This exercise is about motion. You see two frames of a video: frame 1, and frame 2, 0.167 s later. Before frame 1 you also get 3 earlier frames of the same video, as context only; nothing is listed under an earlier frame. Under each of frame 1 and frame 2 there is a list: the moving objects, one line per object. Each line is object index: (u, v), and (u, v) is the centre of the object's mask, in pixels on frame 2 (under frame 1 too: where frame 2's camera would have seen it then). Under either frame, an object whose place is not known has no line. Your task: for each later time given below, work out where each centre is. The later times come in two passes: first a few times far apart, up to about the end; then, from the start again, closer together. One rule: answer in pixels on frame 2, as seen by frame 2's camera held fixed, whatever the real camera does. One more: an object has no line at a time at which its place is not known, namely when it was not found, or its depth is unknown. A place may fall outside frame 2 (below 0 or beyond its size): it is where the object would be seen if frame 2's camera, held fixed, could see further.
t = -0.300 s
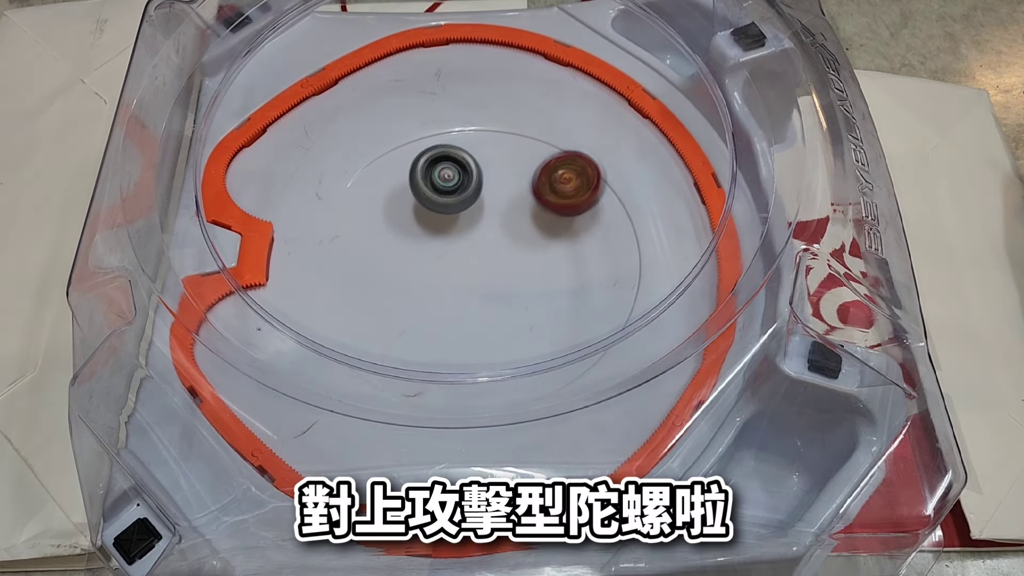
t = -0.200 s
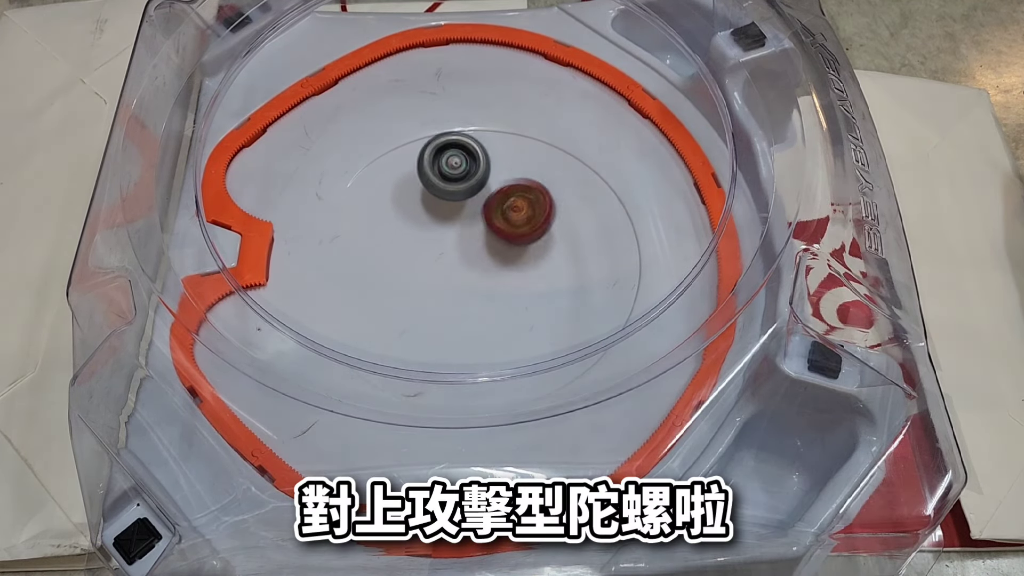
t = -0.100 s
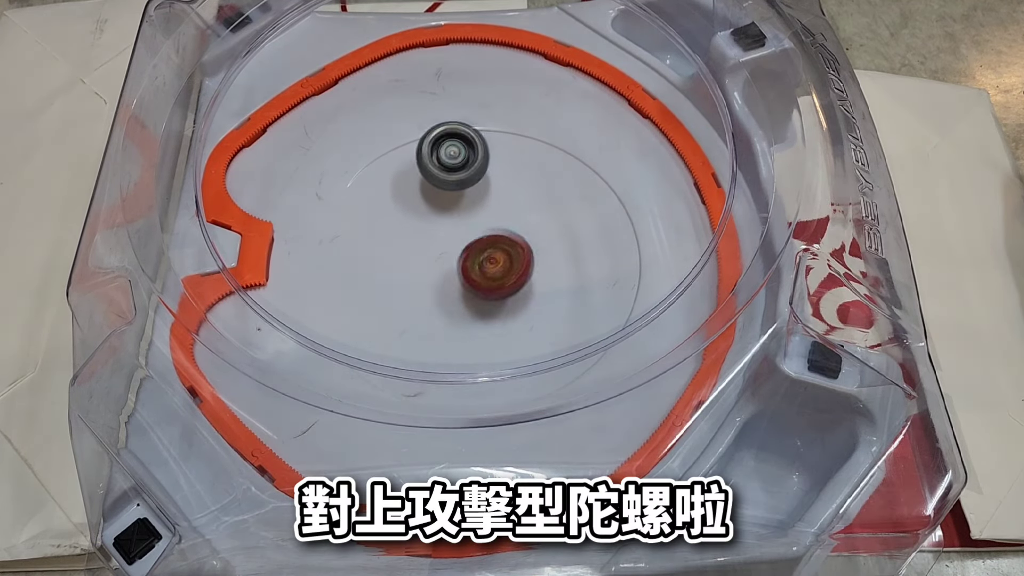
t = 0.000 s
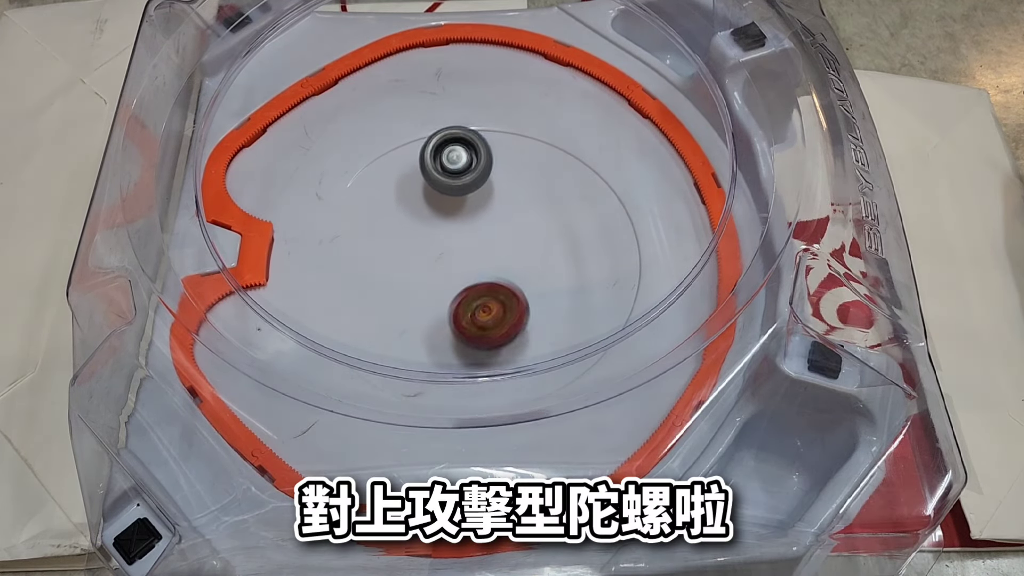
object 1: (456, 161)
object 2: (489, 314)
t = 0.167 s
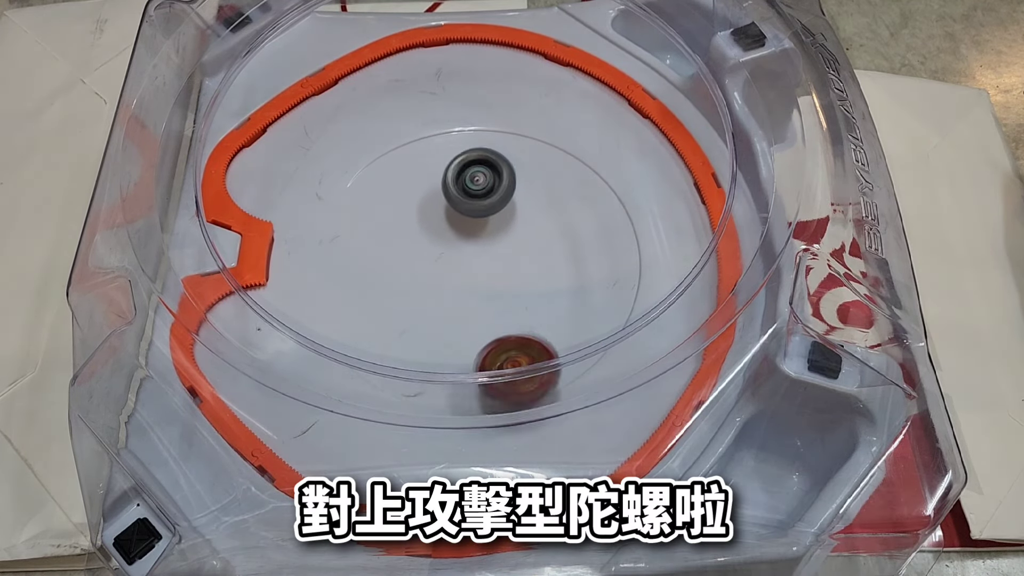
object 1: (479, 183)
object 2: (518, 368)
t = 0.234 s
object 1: (492, 194)
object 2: (528, 356)
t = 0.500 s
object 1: (544, 211)
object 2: (478, 299)
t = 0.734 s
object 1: (543, 208)
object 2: (359, 323)
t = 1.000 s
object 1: (508, 240)
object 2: (415, 300)
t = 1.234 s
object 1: (523, 242)
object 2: (359, 232)
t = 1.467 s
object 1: (494, 248)
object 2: (366, 240)
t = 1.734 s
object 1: (692, 303)
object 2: (295, 147)
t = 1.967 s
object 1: (651, 266)
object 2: (293, 147)
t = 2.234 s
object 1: (617, 276)
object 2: (411, 193)
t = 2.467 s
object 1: (580, 319)
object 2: (494, 176)
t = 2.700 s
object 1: (536, 421)
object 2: (436, 134)
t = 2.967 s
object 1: (446, 430)
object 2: (398, 243)
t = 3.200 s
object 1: (377, 392)
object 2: (401, 312)
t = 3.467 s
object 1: (330, 390)
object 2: (457, 229)
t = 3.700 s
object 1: (361, 330)
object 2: (450, 181)
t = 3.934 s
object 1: (453, 292)
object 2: (452, 212)
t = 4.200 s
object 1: (522, 300)
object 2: (505, 236)
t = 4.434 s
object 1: (563, 325)
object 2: (515, 207)
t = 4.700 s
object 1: (551, 334)
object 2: (466, 249)
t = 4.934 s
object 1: (531, 356)
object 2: (439, 254)
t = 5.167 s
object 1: (507, 327)
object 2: (426, 208)
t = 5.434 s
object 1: (494, 255)
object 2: (450, 194)
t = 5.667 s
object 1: (523, 256)
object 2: (465, 191)
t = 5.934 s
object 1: (552, 249)
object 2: (464, 241)
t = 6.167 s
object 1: (542, 251)
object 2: (466, 233)
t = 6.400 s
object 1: (495, 299)
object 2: (502, 195)
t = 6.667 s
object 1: (449, 308)
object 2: (580, 156)
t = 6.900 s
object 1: (431, 276)
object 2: (579, 199)
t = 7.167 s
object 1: (455, 229)
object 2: (543, 274)
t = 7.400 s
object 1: (500, 209)
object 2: (543, 280)
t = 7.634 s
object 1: (524, 215)
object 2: (537, 286)
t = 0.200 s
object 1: (485, 188)
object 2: (523, 364)
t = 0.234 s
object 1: (492, 194)
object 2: (528, 356)
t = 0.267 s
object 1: (498, 199)
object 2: (529, 344)
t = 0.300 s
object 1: (505, 205)
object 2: (532, 340)
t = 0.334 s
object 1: (511, 210)
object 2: (535, 334)
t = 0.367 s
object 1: (518, 216)
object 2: (533, 326)
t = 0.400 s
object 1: (524, 221)
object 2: (527, 313)
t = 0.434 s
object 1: (528, 226)
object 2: (517, 301)
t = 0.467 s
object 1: (534, 224)
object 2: (501, 296)
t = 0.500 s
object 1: (544, 211)
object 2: (478, 299)
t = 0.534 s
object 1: (550, 203)
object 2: (455, 300)
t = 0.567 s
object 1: (552, 199)
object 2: (432, 301)
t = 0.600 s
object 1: (552, 199)
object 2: (411, 304)
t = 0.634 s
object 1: (550, 201)
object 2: (394, 308)
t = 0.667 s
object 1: (548, 203)
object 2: (380, 312)
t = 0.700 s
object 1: (545, 205)
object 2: (368, 317)
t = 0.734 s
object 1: (543, 208)
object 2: (359, 323)
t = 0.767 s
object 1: (539, 211)
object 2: (355, 327)
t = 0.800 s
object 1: (535, 215)
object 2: (356, 329)
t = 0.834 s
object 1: (531, 218)
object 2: (361, 331)
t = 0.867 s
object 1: (527, 223)
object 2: (369, 331)
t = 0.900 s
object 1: (523, 227)
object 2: (379, 328)
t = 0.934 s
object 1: (518, 231)
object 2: (391, 321)
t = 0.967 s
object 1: (513, 236)
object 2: (402, 312)
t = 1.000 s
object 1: (508, 240)
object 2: (415, 300)
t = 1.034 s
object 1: (503, 244)
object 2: (425, 285)
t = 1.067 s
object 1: (510, 243)
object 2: (419, 271)
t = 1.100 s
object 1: (521, 240)
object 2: (407, 261)
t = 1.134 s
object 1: (527, 240)
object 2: (394, 251)
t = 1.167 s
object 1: (529, 240)
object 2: (381, 242)
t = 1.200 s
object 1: (526, 241)
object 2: (370, 236)
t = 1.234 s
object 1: (523, 242)
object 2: (359, 232)
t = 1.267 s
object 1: (519, 244)
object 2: (350, 230)
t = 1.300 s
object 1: (515, 244)
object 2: (344, 230)
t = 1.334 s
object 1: (511, 245)
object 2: (341, 231)
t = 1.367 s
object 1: (506, 246)
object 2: (343, 234)
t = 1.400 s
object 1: (503, 247)
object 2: (348, 236)
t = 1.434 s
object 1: (498, 248)
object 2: (356, 238)
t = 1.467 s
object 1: (494, 248)
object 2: (366, 240)
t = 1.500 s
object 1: (490, 249)
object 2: (380, 241)
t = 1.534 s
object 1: (485, 250)
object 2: (395, 241)
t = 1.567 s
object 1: (491, 253)
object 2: (403, 235)
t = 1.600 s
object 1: (545, 270)
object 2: (372, 210)
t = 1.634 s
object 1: (595, 284)
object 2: (346, 188)
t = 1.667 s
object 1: (632, 287)
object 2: (324, 172)
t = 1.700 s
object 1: (666, 296)
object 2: (307, 159)
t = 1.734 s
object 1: (692, 303)
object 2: (295, 147)
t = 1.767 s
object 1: (708, 309)
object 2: (283, 134)
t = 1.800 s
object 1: (690, 295)
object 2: (273, 122)
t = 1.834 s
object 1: (682, 288)
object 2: (264, 111)
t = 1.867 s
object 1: (672, 278)
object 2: (266, 118)
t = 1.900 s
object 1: (659, 268)
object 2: (276, 128)
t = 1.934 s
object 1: (655, 267)
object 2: (285, 139)
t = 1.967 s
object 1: (651, 266)
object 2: (293, 147)
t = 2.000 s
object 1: (648, 266)
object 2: (303, 155)
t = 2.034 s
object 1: (645, 266)
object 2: (313, 161)
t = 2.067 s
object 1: (643, 268)
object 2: (324, 165)
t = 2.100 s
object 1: (641, 270)
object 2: (337, 169)
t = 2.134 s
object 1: (638, 272)
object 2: (353, 173)
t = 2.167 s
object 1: (633, 275)
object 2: (371, 180)
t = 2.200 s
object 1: (627, 276)
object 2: (391, 186)
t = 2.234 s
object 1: (617, 276)
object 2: (411, 193)
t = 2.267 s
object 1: (608, 273)
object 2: (431, 200)
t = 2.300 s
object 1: (599, 272)
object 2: (450, 206)
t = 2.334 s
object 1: (589, 270)
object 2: (468, 212)
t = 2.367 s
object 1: (578, 269)
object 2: (485, 217)
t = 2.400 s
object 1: (567, 267)
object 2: (502, 222)
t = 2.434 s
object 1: (571, 289)
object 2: (505, 209)
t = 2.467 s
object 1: (580, 319)
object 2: (494, 176)
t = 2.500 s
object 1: (583, 345)
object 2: (485, 150)
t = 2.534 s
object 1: (576, 366)
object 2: (477, 128)
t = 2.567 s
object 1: (571, 392)
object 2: (468, 113)
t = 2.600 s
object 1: (563, 402)
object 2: (460, 106)
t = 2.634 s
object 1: (554, 405)
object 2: (454, 114)
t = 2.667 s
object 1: (546, 419)
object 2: (446, 124)
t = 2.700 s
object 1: (536, 421)
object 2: (436, 134)
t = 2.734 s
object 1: (526, 426)
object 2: (426, 147)
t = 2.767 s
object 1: (515, 430)
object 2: (418, 160)
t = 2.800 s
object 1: (504, 431)
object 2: (412, 174)
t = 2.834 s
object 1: (493, 433)
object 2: (409, 188)
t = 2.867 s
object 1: (481, 432)
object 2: (405, 202)
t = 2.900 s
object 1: (469, 431)
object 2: (402, 217)
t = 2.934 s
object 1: (457, 429)
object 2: (400, 230)
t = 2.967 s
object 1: (446, 430)
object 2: (398, 243)
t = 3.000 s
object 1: (433, 418)
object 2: (396, 256)
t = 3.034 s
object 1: (423, 414)
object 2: (395, 269)
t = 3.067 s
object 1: (413, 409)
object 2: (394, 281)
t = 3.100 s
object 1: (404, 396)
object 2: (393, 293)
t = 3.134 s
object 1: (395, 388)
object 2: (393, 305)
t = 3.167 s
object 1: (387, 382)
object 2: (394, 316)
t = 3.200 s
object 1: (377, 392)
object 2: (401, 312)
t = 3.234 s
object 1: (365, 406)
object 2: (412, 301)
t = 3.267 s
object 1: (353, 418)
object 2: (422, 290)
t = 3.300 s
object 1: (346, 417)
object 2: (432, 280)
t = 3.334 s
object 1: (341, 416)
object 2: (440, 270)
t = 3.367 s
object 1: (339, 400)
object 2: (446, 260)
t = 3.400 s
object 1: (335, 399)
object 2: (451, 250)
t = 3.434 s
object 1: (331, 396)
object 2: (454, 239)
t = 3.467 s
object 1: (330, 390)
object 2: (457, 229)
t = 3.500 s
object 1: (332, 379)
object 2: (459, 219)
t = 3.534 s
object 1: (334, 370)
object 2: (460, 210)
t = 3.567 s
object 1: (335, 364)
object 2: (459, 201)
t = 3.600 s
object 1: (338, 355)
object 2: (458, 194)
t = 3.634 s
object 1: (342, 350)
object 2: (456, 187)
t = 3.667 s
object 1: (352, 332)
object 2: (453, 183)
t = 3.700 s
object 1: (361, 330)
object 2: (450, 181)
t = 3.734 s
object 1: (374, 328)
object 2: (448, 181)
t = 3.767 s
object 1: (388, 324)
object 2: (447, 183)
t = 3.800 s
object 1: (402, 317)
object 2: (446, 186)
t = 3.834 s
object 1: (416, 312)
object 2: (446, 190)
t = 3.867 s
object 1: (429, 305)
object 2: (447, 196)
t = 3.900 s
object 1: (441, 299)
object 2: (449, 203)
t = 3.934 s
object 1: (453, 292)
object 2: (452, 212)
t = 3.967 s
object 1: (466, 286)
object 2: (457, 220)
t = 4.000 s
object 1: (476, 286)
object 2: (464, 220)
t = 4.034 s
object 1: (486, 298)
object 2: (473, 221)
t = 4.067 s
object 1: (492, 302)
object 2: (480, 219)
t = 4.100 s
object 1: (498, 306)
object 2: (486, 222)
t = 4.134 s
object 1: (505, 306)
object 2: (493, 226)
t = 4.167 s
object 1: (512, 304)
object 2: (499, 232)
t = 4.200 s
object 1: (522, 300)
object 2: (505, 236)
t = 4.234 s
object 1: (531, 307)
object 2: (512, 234)
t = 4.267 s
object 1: (538, 318)
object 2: (518, 227)
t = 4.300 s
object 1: (544, 323)
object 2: (522, 221)
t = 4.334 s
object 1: (549, 325)
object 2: (523, 216)
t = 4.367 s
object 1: (554, 325)
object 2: (523, 212)
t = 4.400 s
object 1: (559, 325)
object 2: (519, 208)
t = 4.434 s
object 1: (563, 325)
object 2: (515, 207)
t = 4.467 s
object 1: (566, 325)
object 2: (509, 208)
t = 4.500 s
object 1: (568, 327)
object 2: (503, 209)
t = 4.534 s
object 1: (568, 328)
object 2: (497, 212)
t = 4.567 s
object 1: (568, 329)
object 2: (490, 217)
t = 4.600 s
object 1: (566, 330)
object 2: (482, 223)
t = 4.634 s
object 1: (562, 331)
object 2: (476, 231)
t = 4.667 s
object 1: (557, 333)
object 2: (470, 240)
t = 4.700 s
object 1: (551, 334)
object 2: (466, 249)
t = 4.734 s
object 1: (543, 335)
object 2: (464, 258)
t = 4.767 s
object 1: (537, 335)
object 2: (462, 267)
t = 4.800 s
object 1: (530, 333)
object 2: (463, 274)
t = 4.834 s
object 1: (522, 331)
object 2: (464, 282)
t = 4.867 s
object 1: (525, 337)
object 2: (457, 276)
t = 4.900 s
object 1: (527, 343)
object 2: (447, 264)
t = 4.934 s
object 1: (531, 356)
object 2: (439, 254)
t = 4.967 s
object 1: (527, 357)
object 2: (433, 247)
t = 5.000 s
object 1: (523, 355)
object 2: (430, 241)
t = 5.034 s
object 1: (517, 345)
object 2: (428, 235)
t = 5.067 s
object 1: (514, 342)
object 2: (426, 229)
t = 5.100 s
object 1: (512, 339)
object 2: (425, 223)
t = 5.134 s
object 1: (510, 334)
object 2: (425, 215)
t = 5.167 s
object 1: (507, 327)
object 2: (426, 208)
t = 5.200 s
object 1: (505, 319)
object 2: (427, 202)
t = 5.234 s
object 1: (502, 310)
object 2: (429, 197)
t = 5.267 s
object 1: (500, 302)
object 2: (430, 194)
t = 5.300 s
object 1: (499, 292)
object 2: (433, 191)
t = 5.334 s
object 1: (497, 283)
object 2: (435, 190)
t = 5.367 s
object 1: (496, 274)
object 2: (438, 191)
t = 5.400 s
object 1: (495, 264)
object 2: (445, 192)
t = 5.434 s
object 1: (494, 255)
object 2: (450, 194)
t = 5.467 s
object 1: (496, 247)
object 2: (454, 194)
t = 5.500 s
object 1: (500, 245)
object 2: (457, 191)
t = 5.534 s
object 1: (502, 242)
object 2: (459, 190)
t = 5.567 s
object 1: (508, 246)
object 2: (461, 189)
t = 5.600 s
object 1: (514, 253)
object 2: (461, 186)
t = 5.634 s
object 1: (519, 256)
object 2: (462, 186)
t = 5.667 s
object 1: (523, 256)
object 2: (465, 191)
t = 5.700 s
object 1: (527, 255)
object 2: (468, 198)
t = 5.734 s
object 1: (531, 253)
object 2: (472, 205)
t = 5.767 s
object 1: (535, 252)
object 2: (473, 213)
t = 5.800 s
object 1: (540, 251)
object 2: (473, 219)
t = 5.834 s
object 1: (543, 250)
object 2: (472, 226)
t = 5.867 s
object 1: (547, 249)
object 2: (470, 232)
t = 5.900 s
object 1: (549, 249)
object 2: (467, 237)
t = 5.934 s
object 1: (552, 249)
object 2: (464, 241)
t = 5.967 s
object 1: (552, 249)
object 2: (461, 243)
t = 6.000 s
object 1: (552, 249)
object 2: (459, 244)
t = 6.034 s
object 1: (551, 249)
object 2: (459, 241)
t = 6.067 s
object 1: (550, 249)
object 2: (459, 238)
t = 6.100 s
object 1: (548, 250)
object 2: (460, 237)
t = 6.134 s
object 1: (545, 250)
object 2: (463, 236)
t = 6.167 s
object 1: (542, 251)
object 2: (466, 233)
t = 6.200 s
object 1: (538, 251)
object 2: (468, 234)
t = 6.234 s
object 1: (534, 252)
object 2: (470, 236)
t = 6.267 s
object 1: (529, 253)
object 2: (469, 237)
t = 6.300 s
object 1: (524, 253)
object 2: (469, 237)
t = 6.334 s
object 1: (514, 271)
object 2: (481, 215)
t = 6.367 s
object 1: (504, 288)
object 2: (492, 201)
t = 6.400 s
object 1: (495, 299)
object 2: (502, 195)
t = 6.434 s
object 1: (486, 306)
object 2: (514, 176)
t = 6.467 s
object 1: (478, 310)
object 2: (526, 167)
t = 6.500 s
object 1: (472, 312)
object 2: (539, 164)
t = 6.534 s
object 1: (467, 312)
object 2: (552, 157)
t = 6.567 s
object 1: (462, 312)
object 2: (562, 154)
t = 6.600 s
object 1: (458, 311)
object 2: (570, 154)
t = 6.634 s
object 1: (453, 310)
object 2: (577, 155)
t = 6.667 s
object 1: (449, 308)
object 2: (580, 156)
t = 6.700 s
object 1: (444, 305)
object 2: (583, 158)
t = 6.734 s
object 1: (440, 302)
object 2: (586, 161)
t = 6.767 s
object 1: (437, 298)
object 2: (588, 165)
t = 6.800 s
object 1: (434, 293)
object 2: (589, 171)
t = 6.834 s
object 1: (432, 288)
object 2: (588, 180)
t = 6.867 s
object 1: (431, 282)
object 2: (584, 190)
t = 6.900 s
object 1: (431, 276)
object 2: (579, 199)
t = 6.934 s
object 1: (431, 270)
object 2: (574, 208)
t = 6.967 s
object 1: (433, 263)
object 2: (569, 217)
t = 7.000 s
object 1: (435, 258)
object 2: (562, 229)
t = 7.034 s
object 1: (438, 251)
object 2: (556, 240)
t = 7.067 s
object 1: (441, 245)
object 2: (551, 250)
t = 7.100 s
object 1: (445, 240)
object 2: (548, 260)
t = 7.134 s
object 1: (450, 234)
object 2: (546, 267)
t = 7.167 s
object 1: (455, 229)
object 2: (543, 274)
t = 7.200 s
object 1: (461, 225)
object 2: (540, 280)
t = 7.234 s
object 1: (467, 221)
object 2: (540, 282)
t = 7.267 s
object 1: (473, 217)
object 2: (540, 283)
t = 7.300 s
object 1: (480, 215)
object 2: (541, 283)
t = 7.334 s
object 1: (486, 213)
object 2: (541, 283)
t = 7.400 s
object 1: (500, 209)
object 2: (543, 280)
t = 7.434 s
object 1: (505, 211)
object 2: (543, 281)
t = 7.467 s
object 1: (511, 213)
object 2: (544, 280)
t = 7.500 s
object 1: (514, 216)
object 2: (543, 279)
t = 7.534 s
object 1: (520, 218)
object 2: (543, 279)
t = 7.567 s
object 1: (525, 220)
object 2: (542, 278)
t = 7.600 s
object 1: (525, 217)
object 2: (538, 282)
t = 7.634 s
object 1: (524, 215)
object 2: (537, 286)
